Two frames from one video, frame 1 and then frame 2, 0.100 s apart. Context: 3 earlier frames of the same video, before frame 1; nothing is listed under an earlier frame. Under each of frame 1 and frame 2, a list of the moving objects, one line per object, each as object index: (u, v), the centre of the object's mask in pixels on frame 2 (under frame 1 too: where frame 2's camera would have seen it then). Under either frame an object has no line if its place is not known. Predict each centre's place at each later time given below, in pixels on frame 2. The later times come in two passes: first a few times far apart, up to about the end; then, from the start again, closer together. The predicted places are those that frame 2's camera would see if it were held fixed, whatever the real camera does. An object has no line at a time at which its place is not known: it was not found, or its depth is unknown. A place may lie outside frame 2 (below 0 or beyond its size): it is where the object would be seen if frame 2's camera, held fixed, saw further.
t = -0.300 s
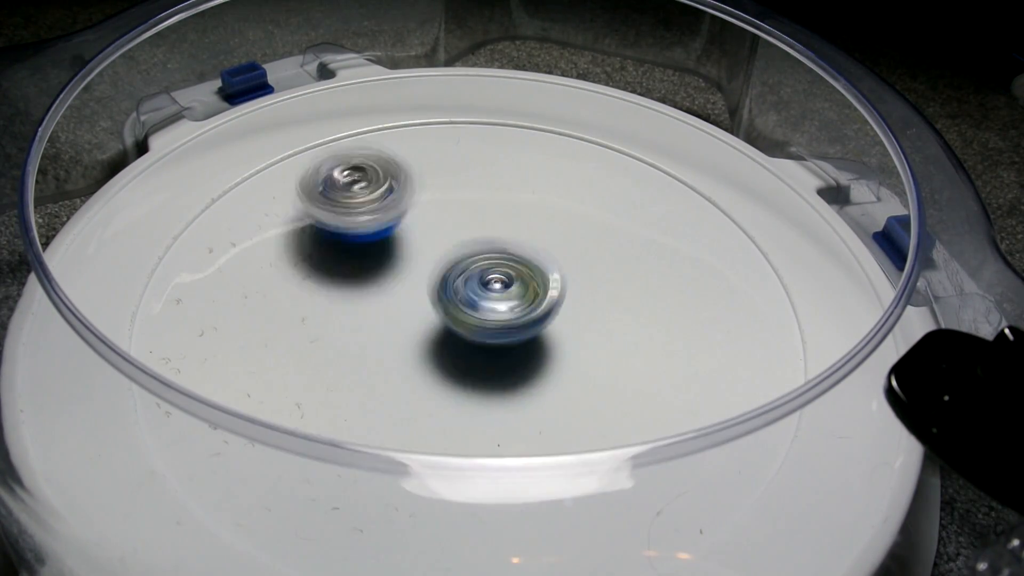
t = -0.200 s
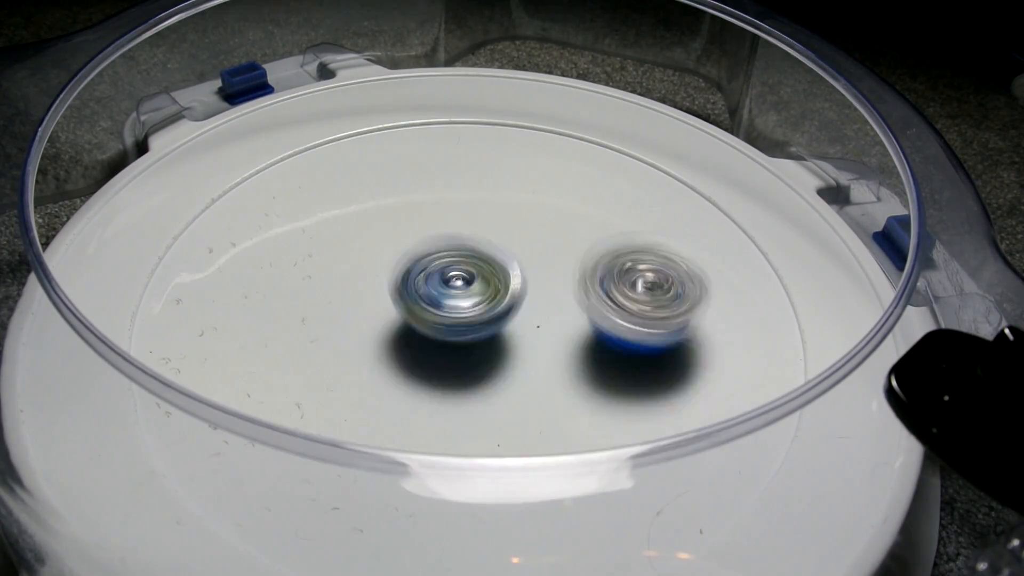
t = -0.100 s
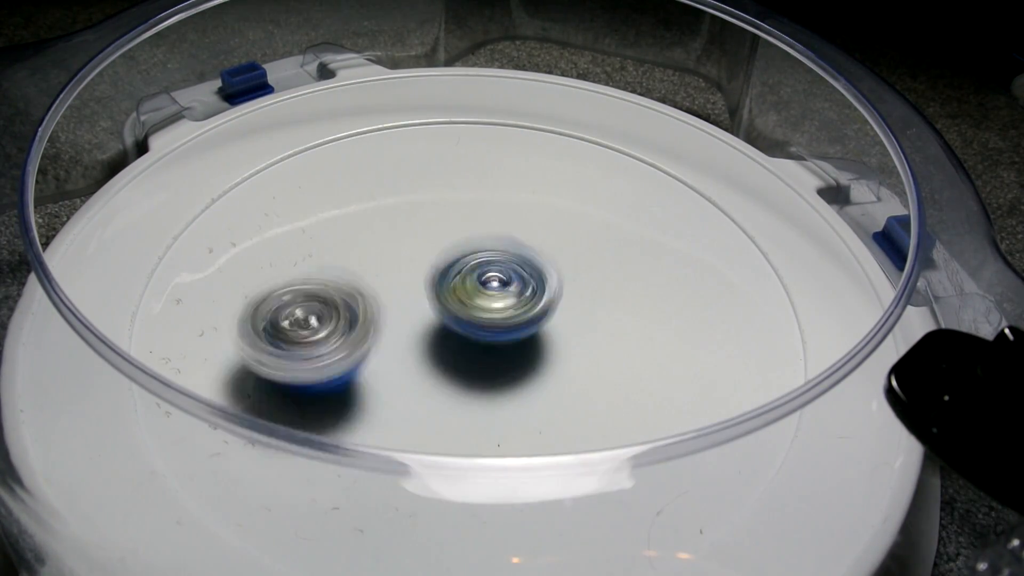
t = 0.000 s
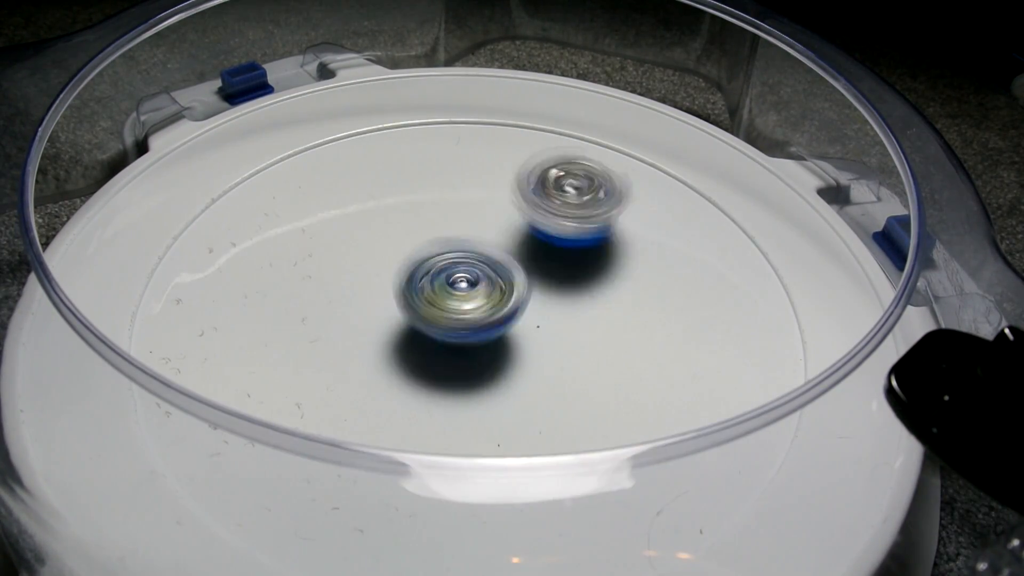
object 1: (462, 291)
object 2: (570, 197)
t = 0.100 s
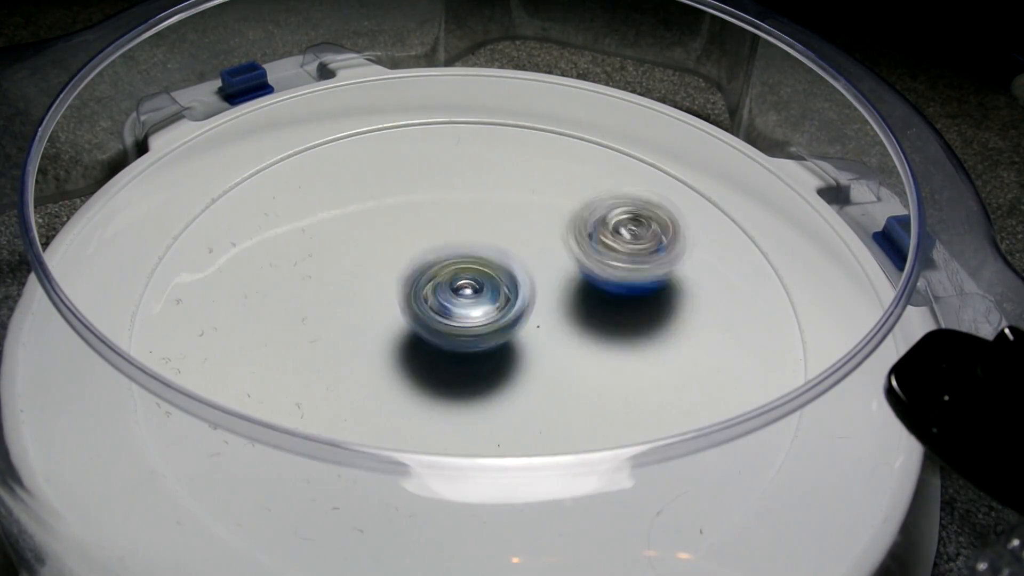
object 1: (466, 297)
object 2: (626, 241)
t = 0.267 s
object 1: (482, 301)
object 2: (620, 345)
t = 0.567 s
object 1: (423, 251)
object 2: (409, 417)
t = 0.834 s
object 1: (458, 226)
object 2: (325, 294)
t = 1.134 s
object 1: (573, 182)
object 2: (459, 265)
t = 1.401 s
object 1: (616, 221)
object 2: (521, 355)
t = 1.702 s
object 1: (574, 335)
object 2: (414, 325)
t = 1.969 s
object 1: (467, 379)
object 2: (433, 226)
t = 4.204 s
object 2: (387, 246)
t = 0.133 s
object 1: (469, 299)
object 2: (636, 259)
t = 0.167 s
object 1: (472, 300)
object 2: (642, 281)
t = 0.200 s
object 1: (476, 301)
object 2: (642, 301)
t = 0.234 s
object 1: (479, 300)
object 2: (633, 323)
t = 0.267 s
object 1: (482, 301)
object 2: (620, 345)
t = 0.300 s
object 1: (483, 299)
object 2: (598, 362)
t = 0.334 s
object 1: (474, 289)
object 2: (591, 389)
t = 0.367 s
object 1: (462, 278)
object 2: (574, 399)
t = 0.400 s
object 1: (453, 269)
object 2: (553, 413)
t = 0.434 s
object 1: (446, 264)
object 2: (524, 417)
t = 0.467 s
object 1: (437, 259)
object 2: (500, 423)
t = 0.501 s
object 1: (432, 254)
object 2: (468, 422)
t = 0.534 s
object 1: (426, 252)
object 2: (429, 440)
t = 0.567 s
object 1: (423, 251)
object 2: (409, 417)
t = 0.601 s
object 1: (420, 249)
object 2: (378, 406)
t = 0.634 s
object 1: (419, 249)
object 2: (358, 395)
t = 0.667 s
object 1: (418, 250)
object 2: (342, 380)
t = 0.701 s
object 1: (418, 250)
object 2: (337, 357)
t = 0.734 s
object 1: (420, 250)
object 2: (337, 334)
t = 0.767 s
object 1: (429, 246)
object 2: (332, 317)
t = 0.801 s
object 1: (445, 234)
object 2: (325, 306)
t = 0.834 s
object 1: (458, 226)
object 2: (325, 294)
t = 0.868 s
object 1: (470, 218)
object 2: (331, 282)
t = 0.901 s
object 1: (479, 212)
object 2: (343, 270)
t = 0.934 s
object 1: (489, 207)
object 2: (356, 259)
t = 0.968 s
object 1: (498, 203)
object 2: (378, 250)
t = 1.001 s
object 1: (514, 199)
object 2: (398, 248)
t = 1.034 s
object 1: (533, 192)
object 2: (408, 249)
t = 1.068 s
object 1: (548, 187)
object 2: (425, 252)
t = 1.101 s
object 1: (561, 184)
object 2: (444, 258)
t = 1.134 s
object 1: (573, 182)
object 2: (459, 265)
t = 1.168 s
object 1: (585, 180)
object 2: (475, 277)
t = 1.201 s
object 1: (592, 180)
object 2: (490, 283)
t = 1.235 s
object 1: (599, 187)
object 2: (502, 297)
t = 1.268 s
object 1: (608, 189)
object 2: (512, 310)
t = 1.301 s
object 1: (610, 197)
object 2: (518, 319)
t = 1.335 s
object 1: (613, 203)
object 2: (523, 333)
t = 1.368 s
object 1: (615, 213)
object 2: (524, 347)
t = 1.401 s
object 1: (616, 221)
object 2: (521, 355)
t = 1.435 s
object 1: (614, 233)
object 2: (512, 367)
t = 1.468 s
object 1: (611, 246)
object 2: (503, 375)
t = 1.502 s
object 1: (609, 259)
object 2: (487, 376)
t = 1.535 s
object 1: (604, 272)
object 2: (470, 376)
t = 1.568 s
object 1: (597, 287)
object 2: (458, 370)
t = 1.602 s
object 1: (590, 300)
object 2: (449, 359)
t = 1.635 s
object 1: (582, 314)
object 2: (439, 350)
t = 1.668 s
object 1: (578, 325)
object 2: (427, 339)
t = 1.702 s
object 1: (574, 335)
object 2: (414, 325)
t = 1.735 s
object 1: (566, 344)
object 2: (403, 313)
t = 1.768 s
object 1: (554, 353)
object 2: (391, 299)
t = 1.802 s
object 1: (542, 360)
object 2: (391, 284)
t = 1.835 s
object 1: (528, 367)
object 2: (393, 270)
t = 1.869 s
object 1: (512, 372)
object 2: (398, 257)
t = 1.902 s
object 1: (498, 375)
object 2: (406, 244)
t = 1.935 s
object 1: (483, 377)
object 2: (419, 234)
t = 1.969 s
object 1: (467, 379)
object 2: (433, 226)
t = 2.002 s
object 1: (450, 378)
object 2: (449, 221)
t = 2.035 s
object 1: (433, 376)
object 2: (466, 219)
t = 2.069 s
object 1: (417, 371)
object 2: (484, 219)
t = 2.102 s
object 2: (503, 224)
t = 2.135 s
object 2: (520, 230)
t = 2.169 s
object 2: (534, 238)
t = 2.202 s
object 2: (546, 249)
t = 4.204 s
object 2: (387, 246)
